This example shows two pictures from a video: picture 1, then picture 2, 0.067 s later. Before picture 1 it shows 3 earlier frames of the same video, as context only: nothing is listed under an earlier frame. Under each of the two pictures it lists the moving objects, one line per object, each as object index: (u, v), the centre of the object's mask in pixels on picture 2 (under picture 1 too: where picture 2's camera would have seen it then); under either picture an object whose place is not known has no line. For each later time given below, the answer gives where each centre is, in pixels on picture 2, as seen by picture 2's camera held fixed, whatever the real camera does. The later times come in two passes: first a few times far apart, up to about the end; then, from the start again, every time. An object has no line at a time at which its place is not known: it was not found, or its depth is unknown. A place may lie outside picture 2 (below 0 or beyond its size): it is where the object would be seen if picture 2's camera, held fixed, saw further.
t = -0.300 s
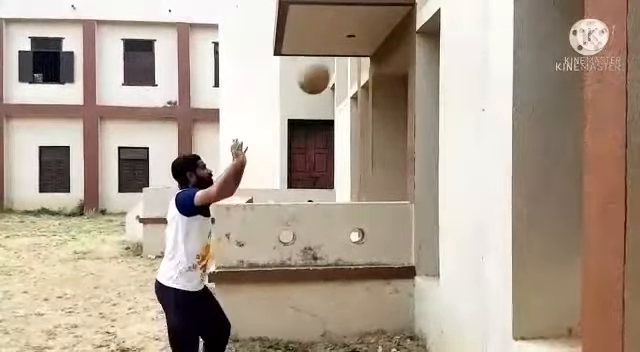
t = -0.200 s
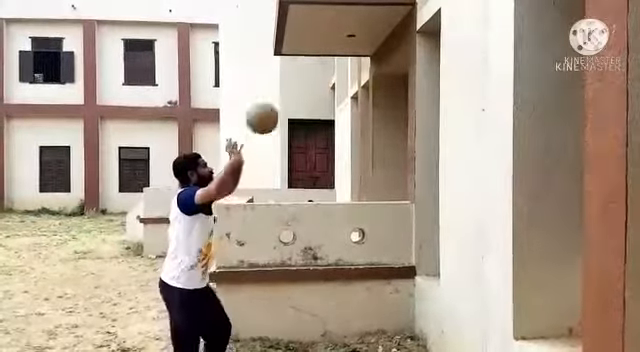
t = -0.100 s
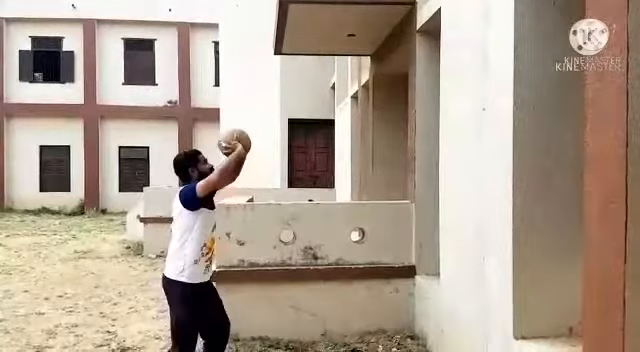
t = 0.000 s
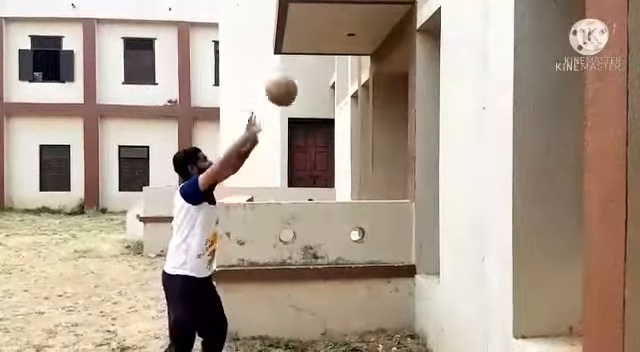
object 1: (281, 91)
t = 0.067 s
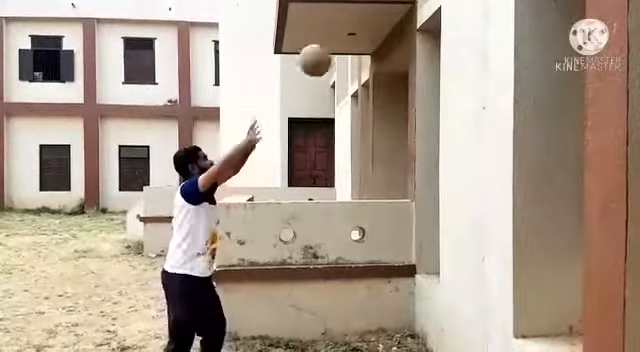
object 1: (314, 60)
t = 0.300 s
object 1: (431, 11)
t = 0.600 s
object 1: (333, 67)
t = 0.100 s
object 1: (330, 48)
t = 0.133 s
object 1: (347, 37)
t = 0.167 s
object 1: (363, 28)
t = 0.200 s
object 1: (381, 19)
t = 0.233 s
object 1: (397, 15)
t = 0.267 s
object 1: (414, 11)
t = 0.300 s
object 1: (431, 11)
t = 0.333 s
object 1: (449, 11)
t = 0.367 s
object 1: (435, 11)
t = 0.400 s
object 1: (423, 15)
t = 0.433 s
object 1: (406, 17)
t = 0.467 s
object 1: (392, 24)
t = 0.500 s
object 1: (377, 33)
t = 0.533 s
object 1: (361, 42)
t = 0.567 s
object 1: (347, 54)
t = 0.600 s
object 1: (333, 67)
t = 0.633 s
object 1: (320, 84)
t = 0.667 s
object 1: (305, 99)
